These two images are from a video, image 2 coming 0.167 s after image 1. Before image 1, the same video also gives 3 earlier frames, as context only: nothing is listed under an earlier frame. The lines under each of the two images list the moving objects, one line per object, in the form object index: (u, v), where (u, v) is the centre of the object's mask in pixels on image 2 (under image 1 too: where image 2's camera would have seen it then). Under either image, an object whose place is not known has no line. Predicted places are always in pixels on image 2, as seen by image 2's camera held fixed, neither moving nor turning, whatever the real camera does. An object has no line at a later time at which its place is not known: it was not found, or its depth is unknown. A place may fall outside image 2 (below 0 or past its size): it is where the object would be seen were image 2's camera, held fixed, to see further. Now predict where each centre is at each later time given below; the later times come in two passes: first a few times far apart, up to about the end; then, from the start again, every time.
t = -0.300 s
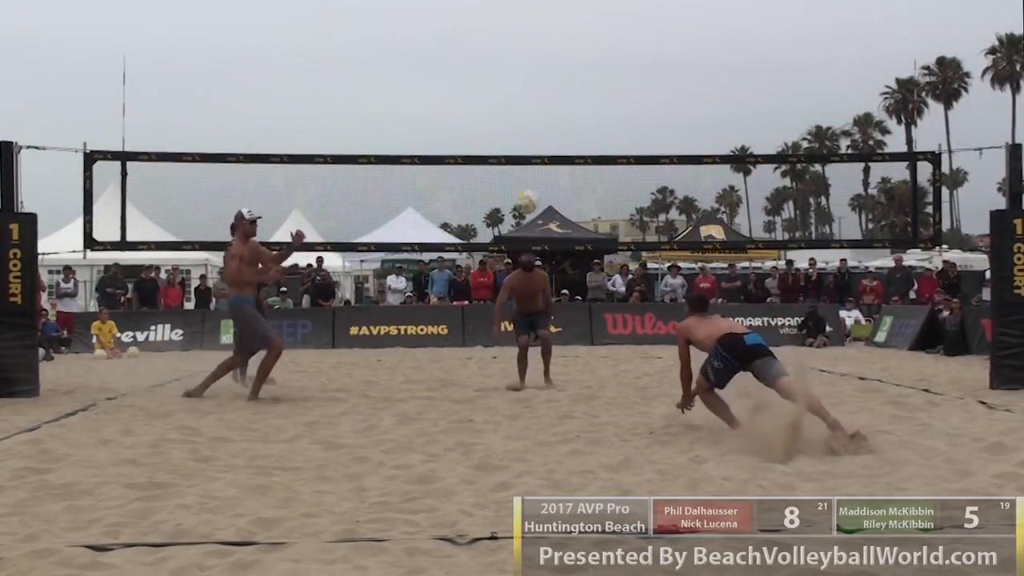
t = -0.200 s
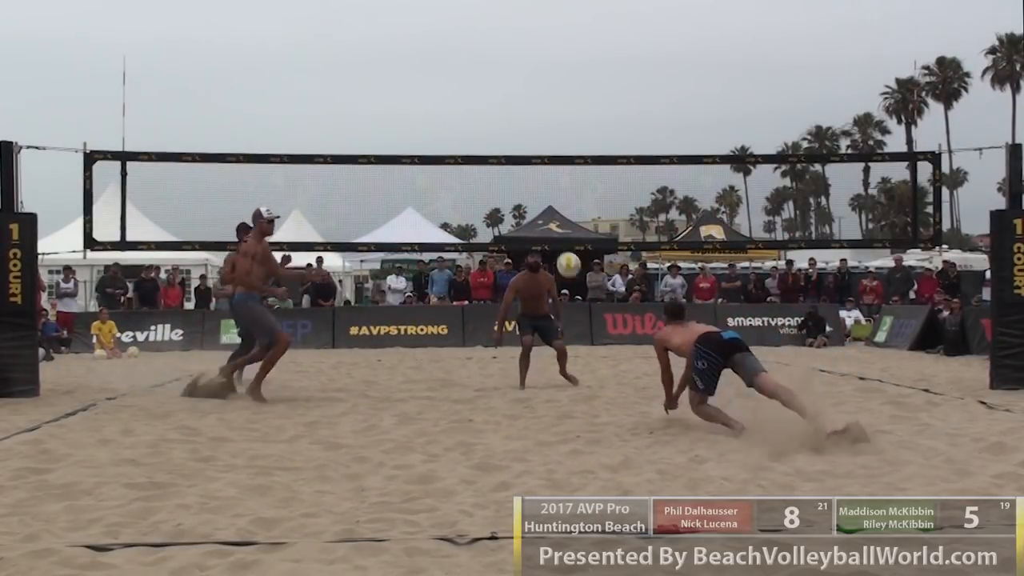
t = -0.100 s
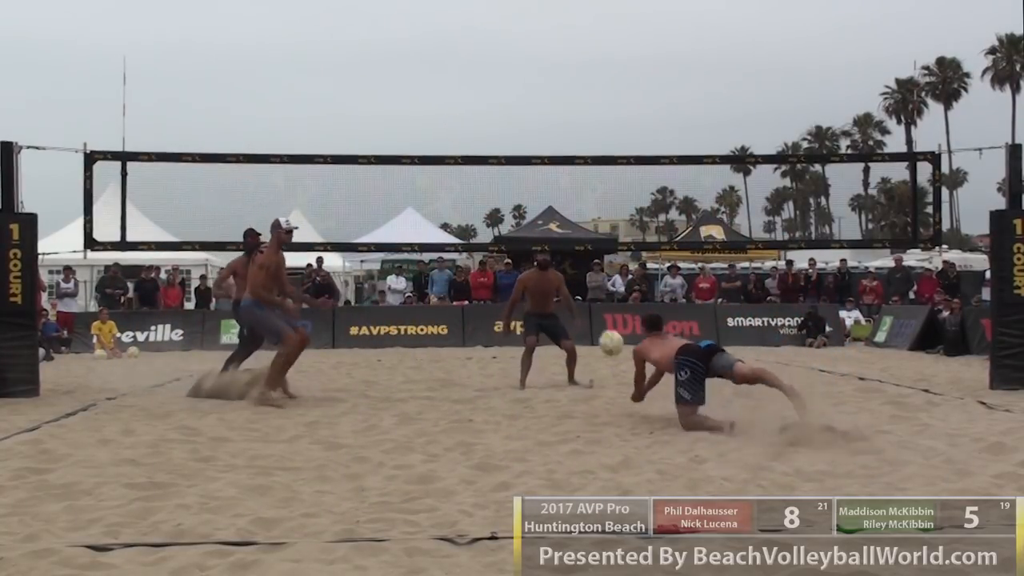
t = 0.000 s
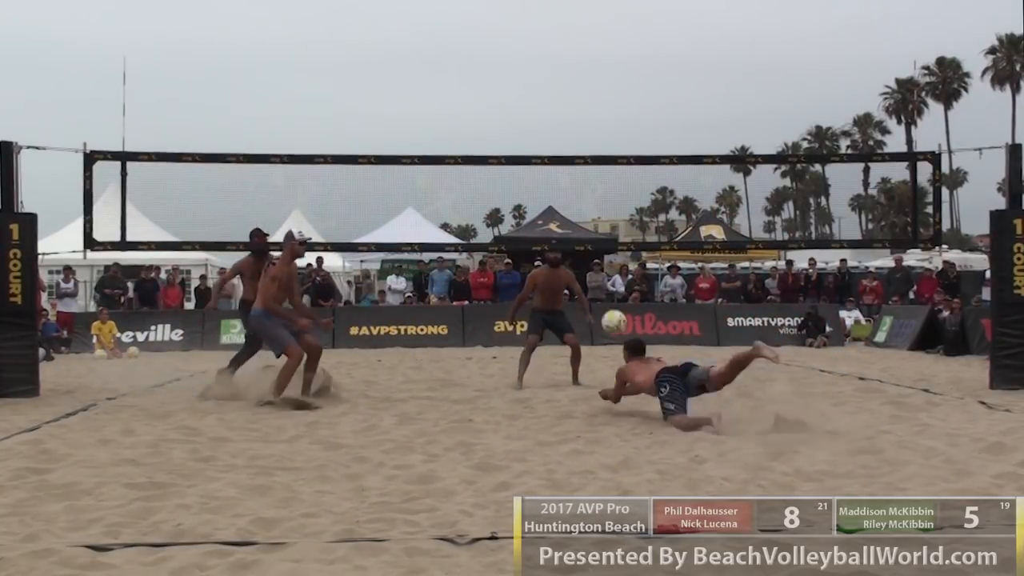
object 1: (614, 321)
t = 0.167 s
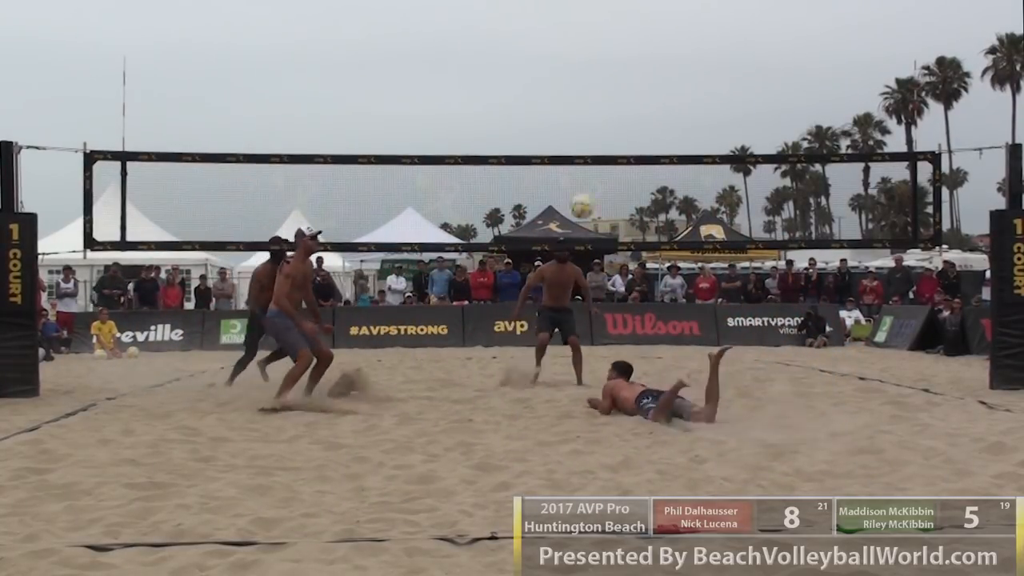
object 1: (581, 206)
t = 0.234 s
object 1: (570, 170)
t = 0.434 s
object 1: (537, 92)
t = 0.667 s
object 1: (501, 55)
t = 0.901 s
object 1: (466, 77)
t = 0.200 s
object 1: (576, 188)
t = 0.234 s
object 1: (570, 170)
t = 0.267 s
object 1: (564, 155)
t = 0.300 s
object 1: (559, 139)
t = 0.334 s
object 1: (553, 126)
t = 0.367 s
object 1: (547, 113)
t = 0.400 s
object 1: (542, 102)
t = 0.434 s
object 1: (537, 92)
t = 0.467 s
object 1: (531, 82)
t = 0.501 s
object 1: (526, 75)
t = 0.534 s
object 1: (521, 69)
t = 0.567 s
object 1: (516, 64)
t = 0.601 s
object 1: (511, 60)
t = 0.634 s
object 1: (506, 57)
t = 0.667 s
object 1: (501, 55)
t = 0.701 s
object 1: (496, 55)
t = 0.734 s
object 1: (491, 55)
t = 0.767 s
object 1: (486, 58)
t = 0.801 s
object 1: (481, 61)
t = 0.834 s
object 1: (476, 65)
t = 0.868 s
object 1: (471, 71)
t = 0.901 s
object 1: (466, 77)
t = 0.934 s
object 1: (462, 85)
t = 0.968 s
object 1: (457, 94)
